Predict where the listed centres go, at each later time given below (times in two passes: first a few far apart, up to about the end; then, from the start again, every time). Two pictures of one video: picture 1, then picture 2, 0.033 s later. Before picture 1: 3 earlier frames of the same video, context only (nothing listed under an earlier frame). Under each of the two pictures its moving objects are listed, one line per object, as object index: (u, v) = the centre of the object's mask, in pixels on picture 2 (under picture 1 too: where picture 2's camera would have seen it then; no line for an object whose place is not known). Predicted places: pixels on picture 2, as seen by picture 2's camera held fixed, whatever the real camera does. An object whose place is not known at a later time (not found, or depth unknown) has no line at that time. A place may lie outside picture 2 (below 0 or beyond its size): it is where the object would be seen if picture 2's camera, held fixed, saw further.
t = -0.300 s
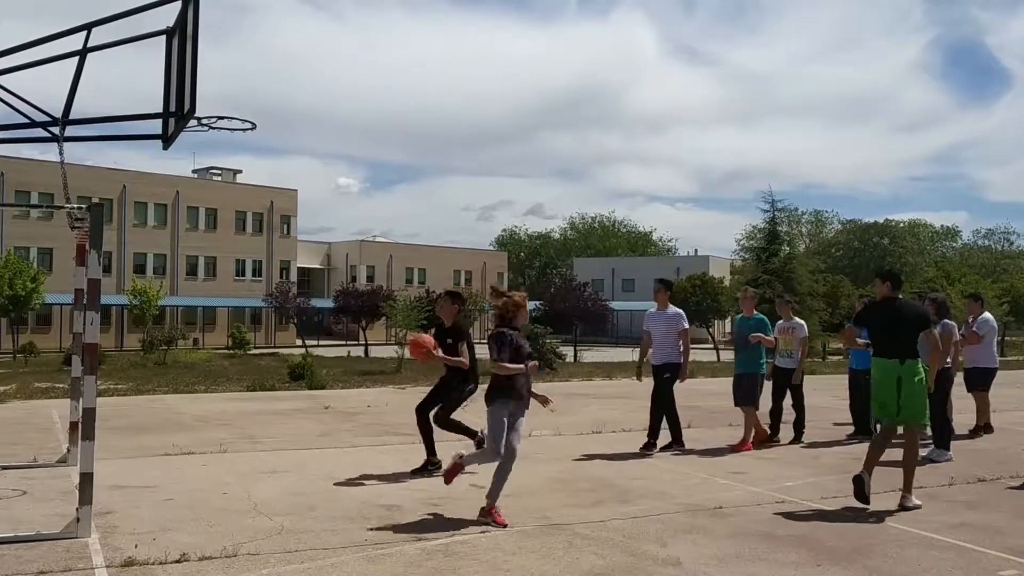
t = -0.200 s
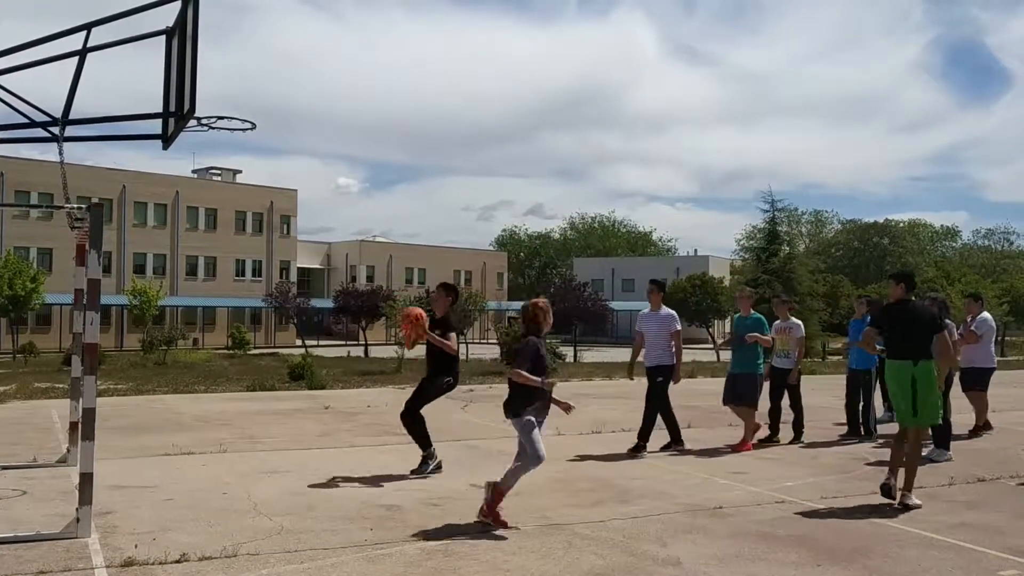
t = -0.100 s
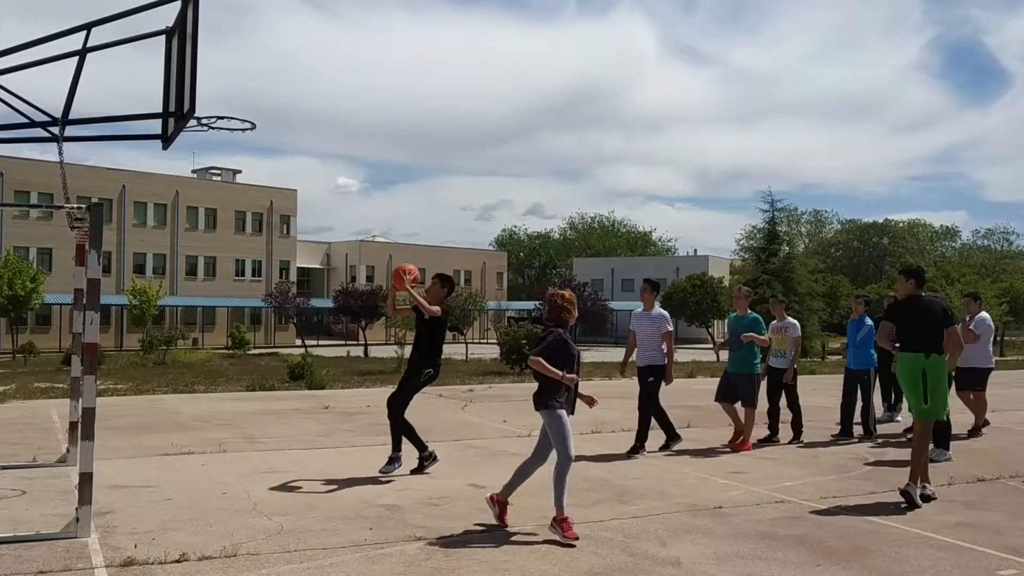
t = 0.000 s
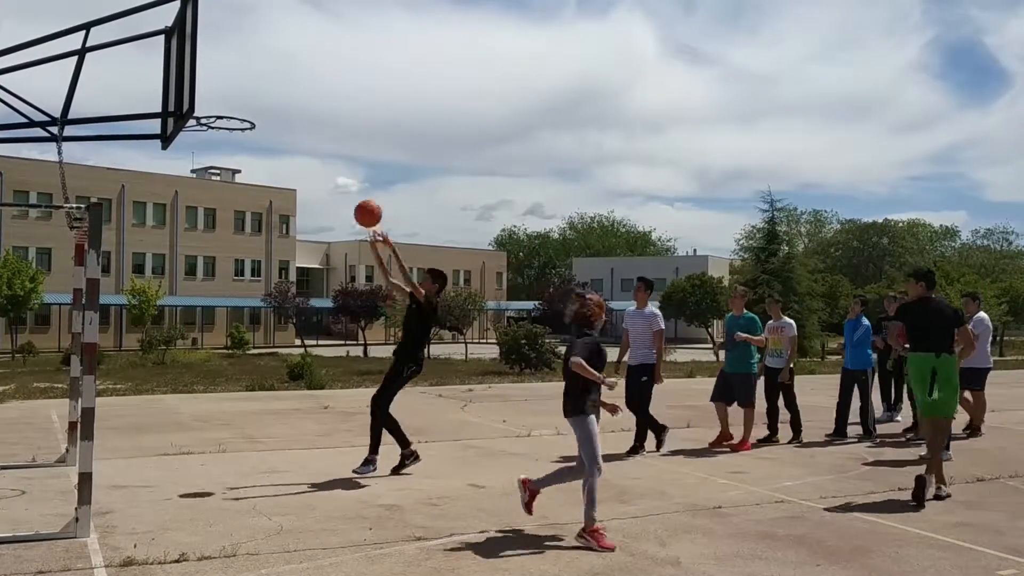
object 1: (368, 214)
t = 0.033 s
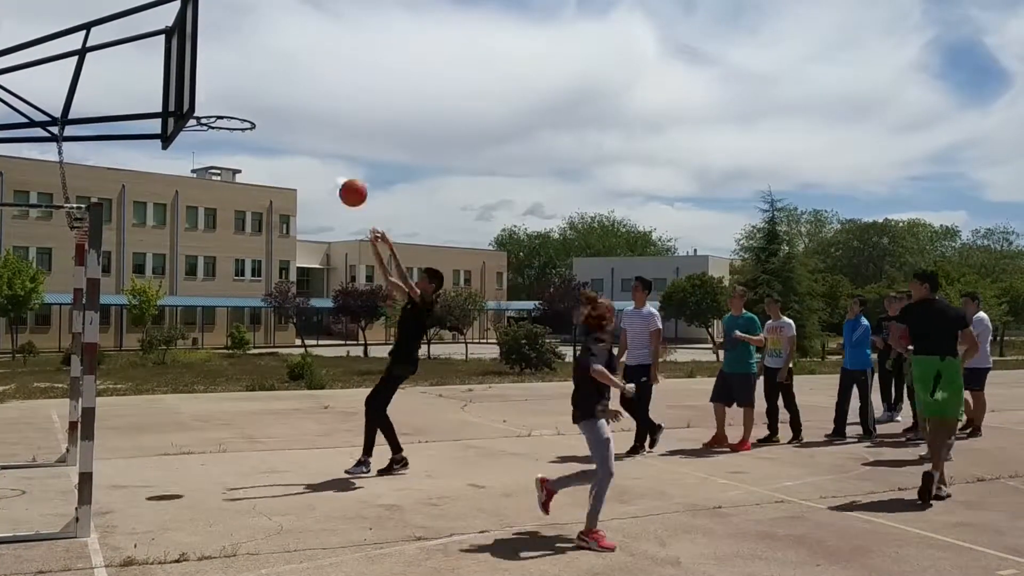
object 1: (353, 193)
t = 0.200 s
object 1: (274, 105)
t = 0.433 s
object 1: (240, 54)
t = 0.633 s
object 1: (315, 90)
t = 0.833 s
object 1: (384, 172)
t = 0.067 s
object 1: (338, 173)
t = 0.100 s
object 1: (322, 154)
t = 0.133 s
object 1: (307, 137)
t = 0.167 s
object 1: (291, 121)
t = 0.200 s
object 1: (274, 105)
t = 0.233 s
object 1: (258, 91)
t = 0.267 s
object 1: (242, 77)
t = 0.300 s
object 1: (225, 66)
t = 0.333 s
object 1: (209, 55)
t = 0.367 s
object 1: (214, 52)
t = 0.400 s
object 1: (227, 52)
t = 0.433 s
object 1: (240, 54)
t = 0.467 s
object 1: (253, 56)
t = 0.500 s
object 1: (265, 60)
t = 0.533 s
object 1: (278, 66)
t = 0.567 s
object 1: (290, 73)
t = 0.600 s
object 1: (302, 81)
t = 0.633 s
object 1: (315, 90)
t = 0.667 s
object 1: (327, 100)
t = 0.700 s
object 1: (338, 112)
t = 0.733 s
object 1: (350, 126)
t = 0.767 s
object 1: (361, 140)
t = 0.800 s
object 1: (373, 155)
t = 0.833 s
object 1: (384, 172)
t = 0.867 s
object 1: (395, 189)
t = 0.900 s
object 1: (406, 208)
